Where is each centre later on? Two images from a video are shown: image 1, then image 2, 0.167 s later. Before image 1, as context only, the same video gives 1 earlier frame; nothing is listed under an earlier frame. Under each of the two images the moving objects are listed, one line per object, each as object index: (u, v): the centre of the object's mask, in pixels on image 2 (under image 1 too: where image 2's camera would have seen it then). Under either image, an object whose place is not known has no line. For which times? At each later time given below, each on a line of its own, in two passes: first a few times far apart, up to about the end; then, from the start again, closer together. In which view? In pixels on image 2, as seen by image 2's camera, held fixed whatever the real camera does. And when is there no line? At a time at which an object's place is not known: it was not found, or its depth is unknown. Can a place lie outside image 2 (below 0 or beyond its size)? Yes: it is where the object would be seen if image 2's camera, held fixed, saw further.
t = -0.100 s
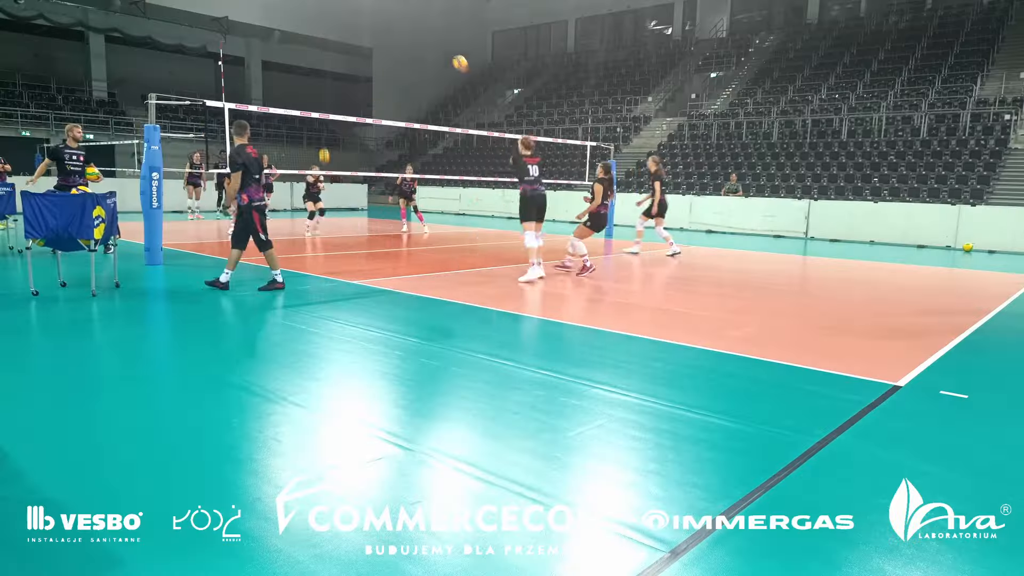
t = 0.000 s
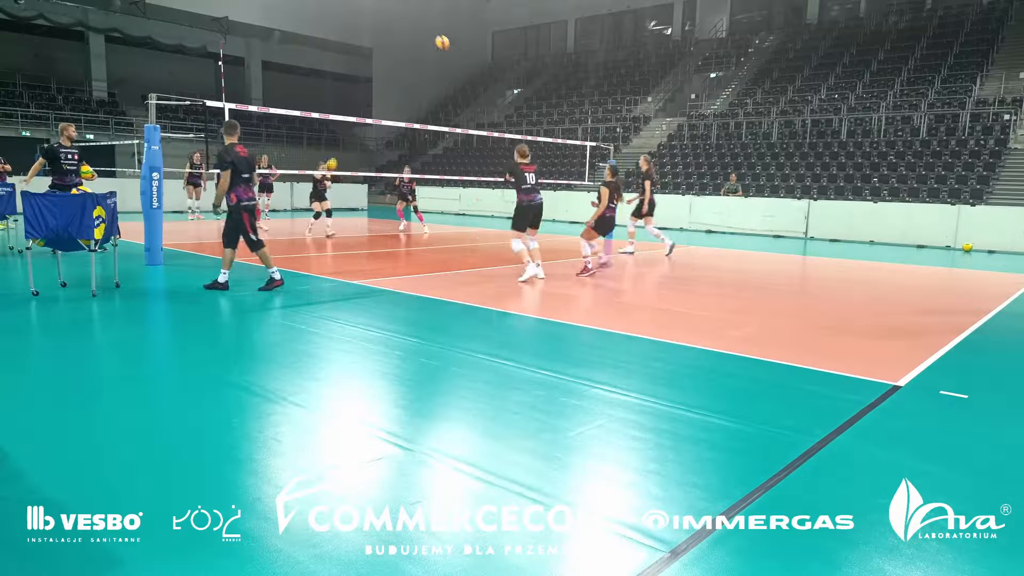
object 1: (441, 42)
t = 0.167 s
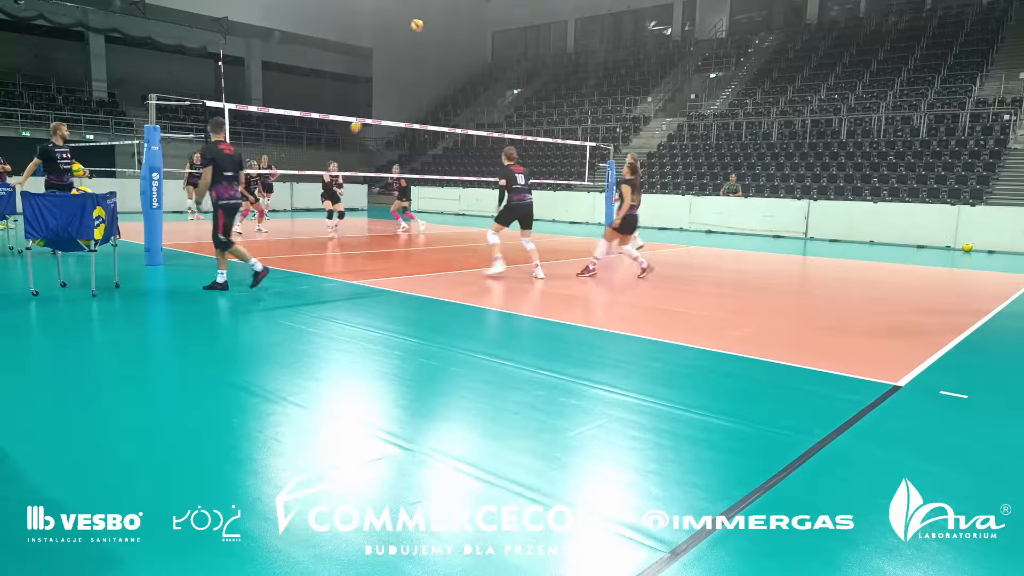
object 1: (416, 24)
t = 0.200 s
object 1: (412, 24)
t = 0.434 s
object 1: (387, 32)
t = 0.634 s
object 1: (370, 58)
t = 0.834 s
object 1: (358, 95)
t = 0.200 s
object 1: (412, 24)
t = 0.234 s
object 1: (408, 23)
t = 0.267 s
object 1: (404, 23)
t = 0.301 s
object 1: (400, 23)
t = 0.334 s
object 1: (397, 25)
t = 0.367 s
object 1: (394, 27)
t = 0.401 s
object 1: (390, 30)
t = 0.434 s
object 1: (387, 32)
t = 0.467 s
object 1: (384, 36)
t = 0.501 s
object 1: (381, 39)
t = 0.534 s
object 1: (379, 44)
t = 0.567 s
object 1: (376, 48)
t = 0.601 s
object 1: (373, 53)
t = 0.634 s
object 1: (370, 58)
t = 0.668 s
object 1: (368, 63)
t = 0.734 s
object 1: (364, 75)
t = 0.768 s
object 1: (362, 82)
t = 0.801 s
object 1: (360, 89)
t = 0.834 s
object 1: (358, 95)
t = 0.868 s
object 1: (356, 102)
